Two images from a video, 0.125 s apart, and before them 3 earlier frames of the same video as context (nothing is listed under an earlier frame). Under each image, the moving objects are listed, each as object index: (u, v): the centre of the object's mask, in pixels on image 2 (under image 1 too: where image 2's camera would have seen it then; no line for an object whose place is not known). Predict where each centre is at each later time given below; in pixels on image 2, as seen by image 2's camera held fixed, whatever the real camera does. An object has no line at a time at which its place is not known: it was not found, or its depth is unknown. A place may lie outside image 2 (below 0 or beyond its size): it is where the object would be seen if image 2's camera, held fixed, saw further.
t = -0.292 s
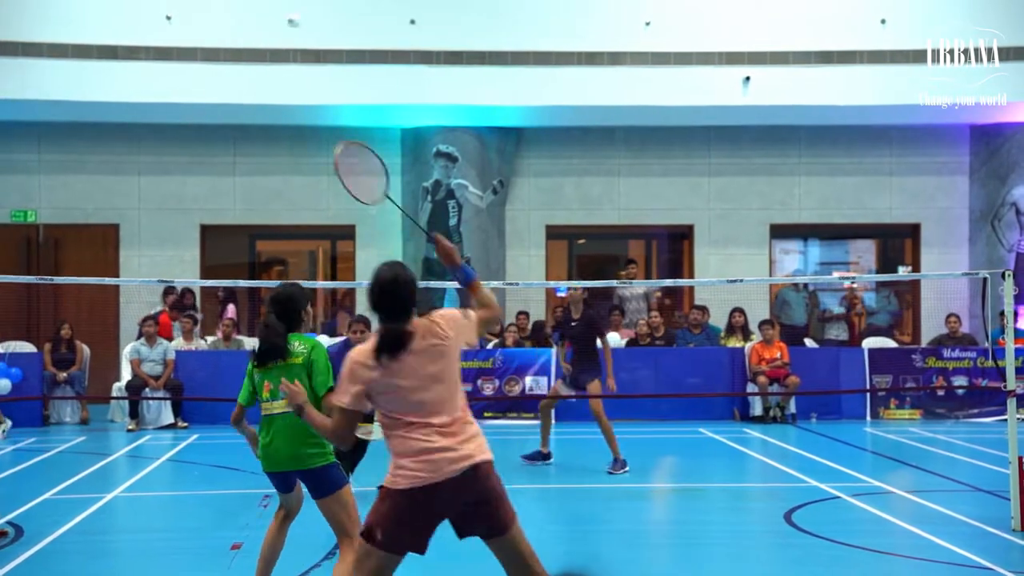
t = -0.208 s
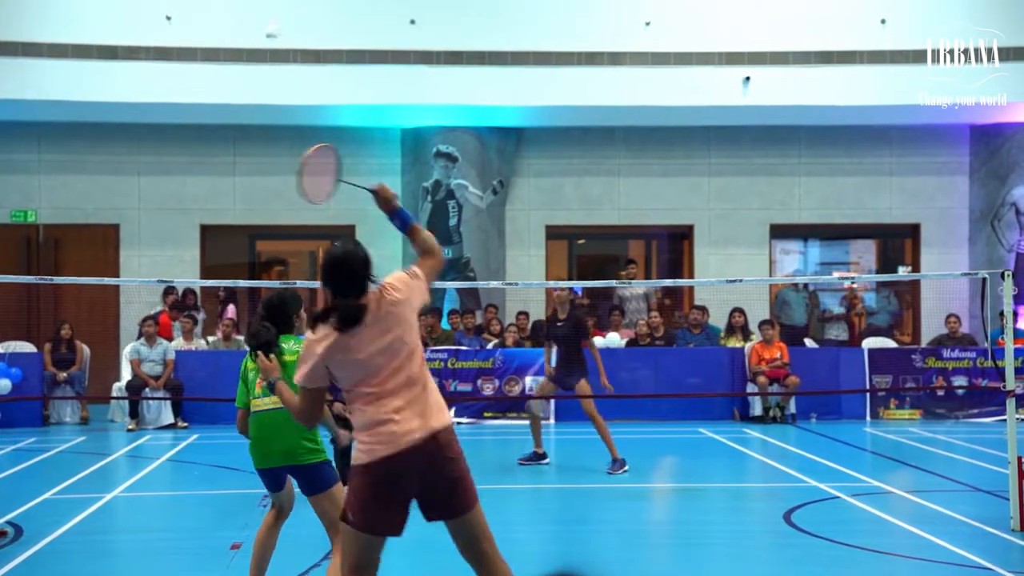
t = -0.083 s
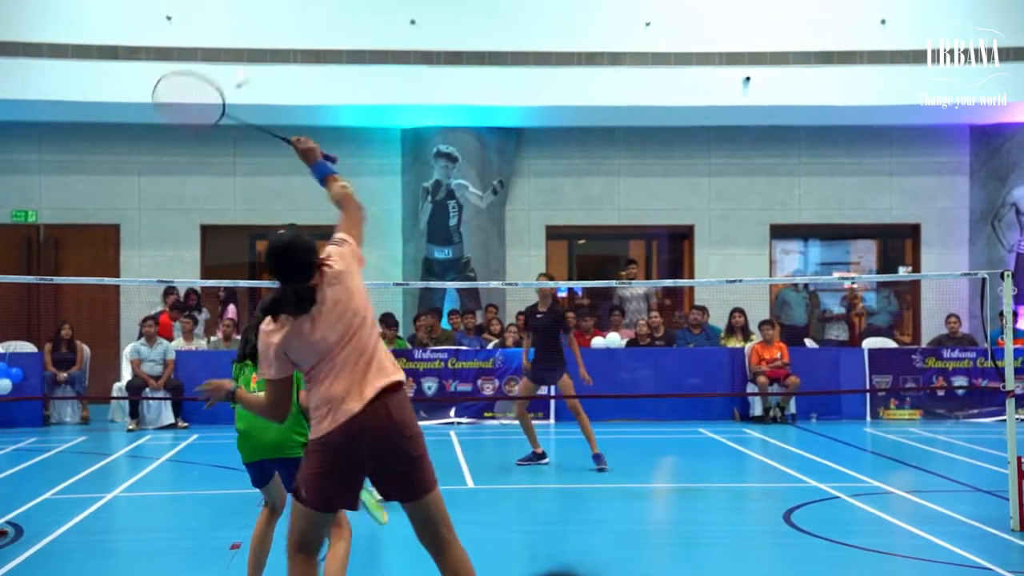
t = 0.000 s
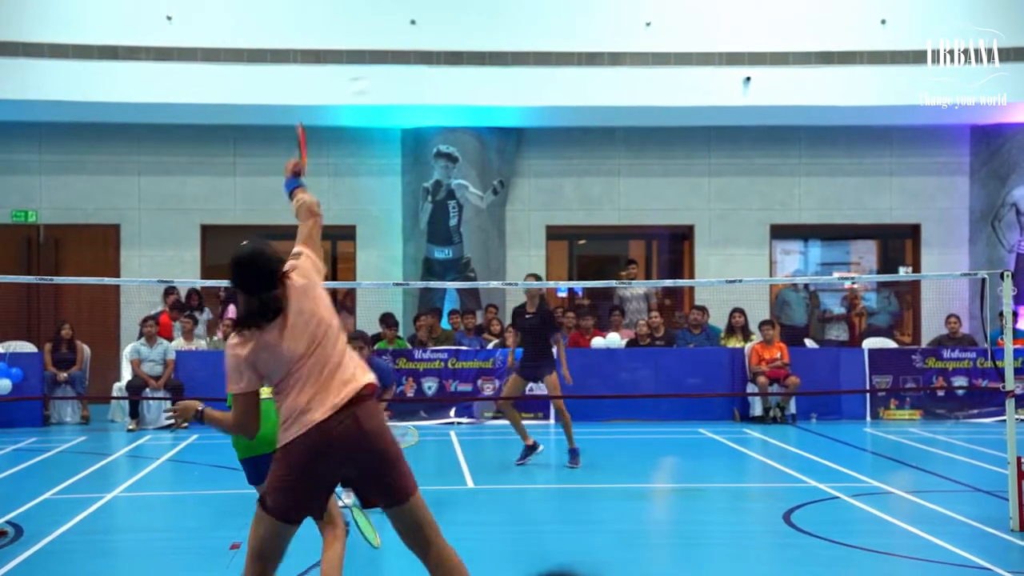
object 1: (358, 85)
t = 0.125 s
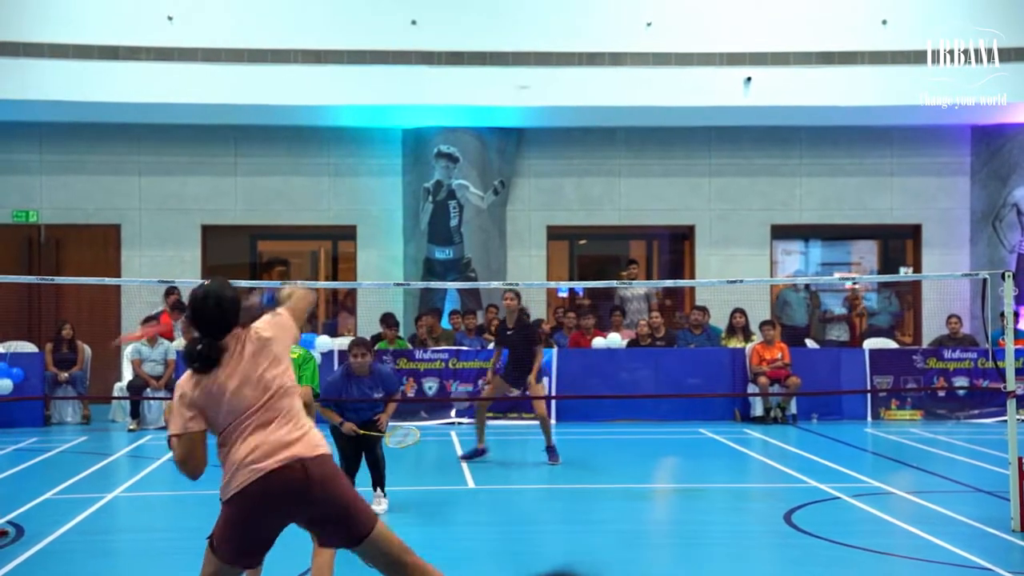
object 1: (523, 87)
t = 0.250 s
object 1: (609, 111)
